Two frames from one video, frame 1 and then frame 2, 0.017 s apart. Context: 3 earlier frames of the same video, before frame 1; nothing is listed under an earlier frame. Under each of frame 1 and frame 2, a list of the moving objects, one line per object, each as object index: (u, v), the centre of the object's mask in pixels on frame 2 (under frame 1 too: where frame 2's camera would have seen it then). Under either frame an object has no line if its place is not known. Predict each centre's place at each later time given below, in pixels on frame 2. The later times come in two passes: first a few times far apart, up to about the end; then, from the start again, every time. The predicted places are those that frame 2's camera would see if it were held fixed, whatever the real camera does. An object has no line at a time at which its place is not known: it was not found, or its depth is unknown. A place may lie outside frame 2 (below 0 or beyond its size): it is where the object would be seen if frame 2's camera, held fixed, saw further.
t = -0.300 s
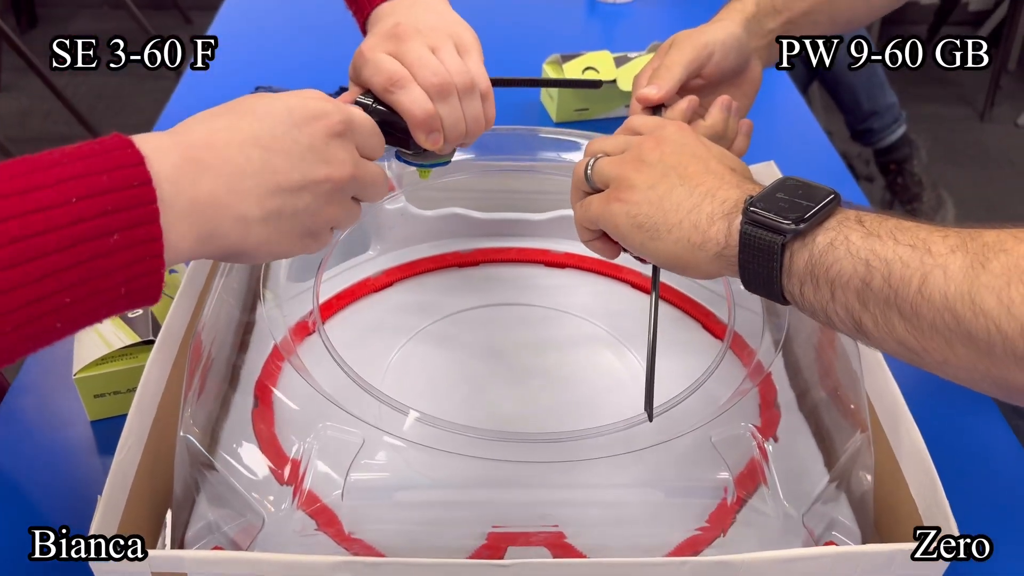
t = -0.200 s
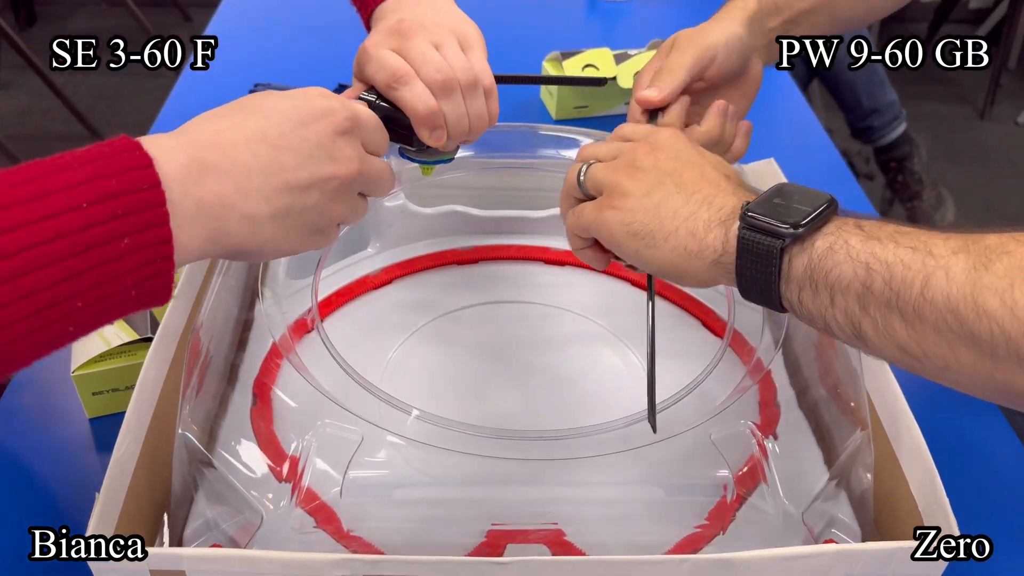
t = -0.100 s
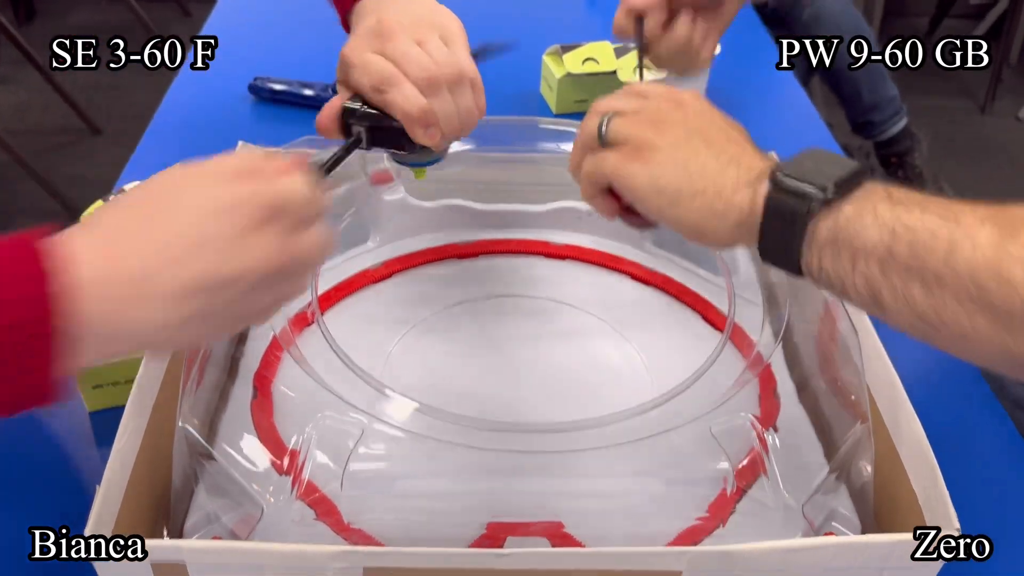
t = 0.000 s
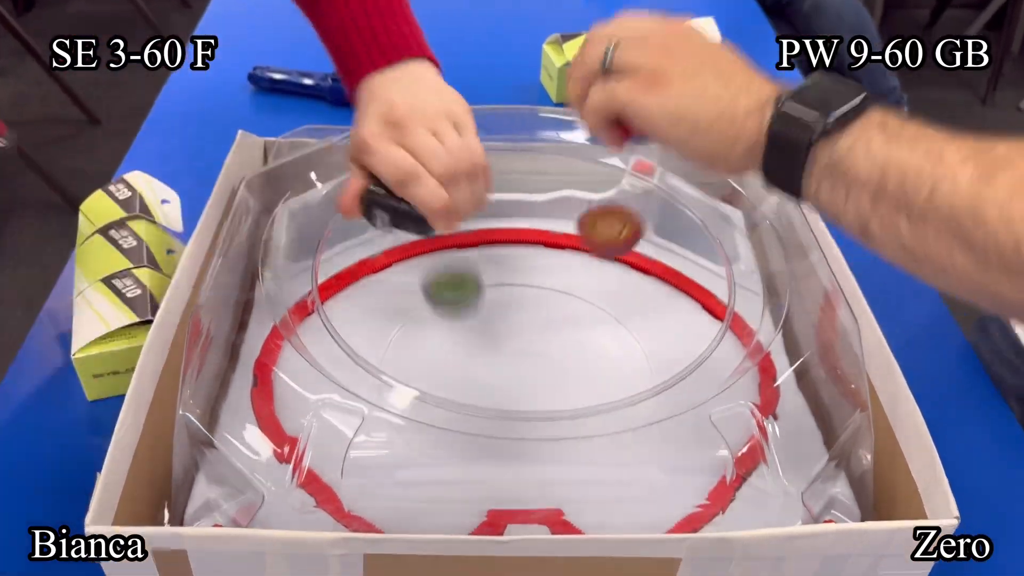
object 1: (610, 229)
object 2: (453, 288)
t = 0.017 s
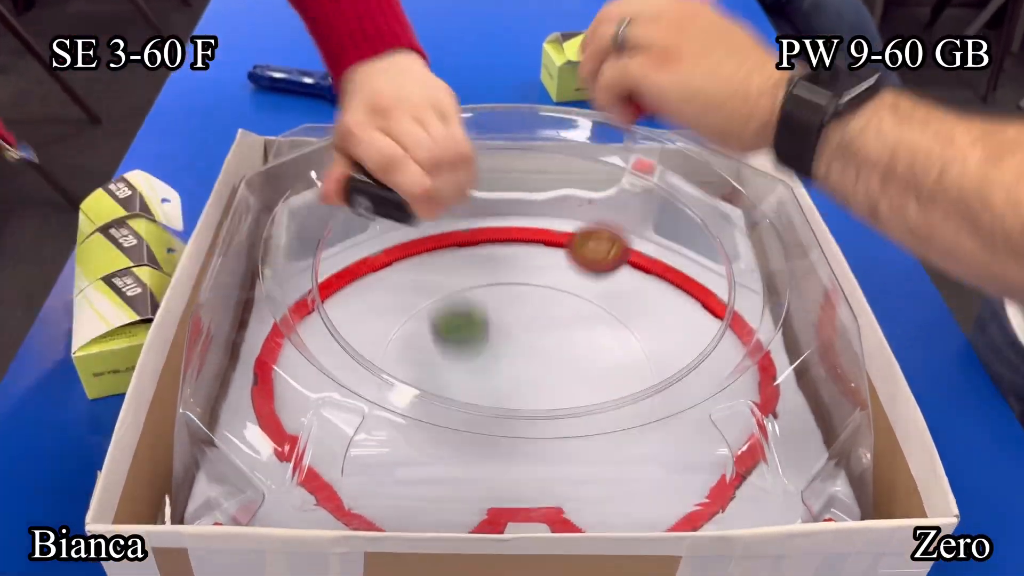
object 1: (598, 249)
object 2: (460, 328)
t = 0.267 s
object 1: (448, 366)
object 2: (677, 444)
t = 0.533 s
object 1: (498, 452)
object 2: (551, 226)
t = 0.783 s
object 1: (700, 464)
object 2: (547, 240)
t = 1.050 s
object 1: (711, 385)
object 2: (466, 209)
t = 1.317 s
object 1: (654, 351)
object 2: (454, 444)
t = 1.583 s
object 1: (565, 293)
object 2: (424, 266)
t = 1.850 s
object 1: (536, 306)
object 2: (434, 282)
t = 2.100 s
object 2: (328, 323)
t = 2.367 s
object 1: (650, 307)
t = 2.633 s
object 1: (532, 340)
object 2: (628, 359)
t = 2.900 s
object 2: (491, 279)
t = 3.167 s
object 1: (576, 405)
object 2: (309, 397)
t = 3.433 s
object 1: (521, 371)
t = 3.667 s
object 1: (445, 390)
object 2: (676, 282)
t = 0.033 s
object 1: (586, 273)
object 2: (468, 357)
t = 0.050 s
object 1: (575, 298)
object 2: (482, 356)
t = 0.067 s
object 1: (563, 324)
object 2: (495, 359)
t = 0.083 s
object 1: (554, 338)
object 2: (509, 364)
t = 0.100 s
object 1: (544, 332)
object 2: (524, 372)
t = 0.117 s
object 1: (532, 333)
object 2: (539, 385)
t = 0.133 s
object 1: (522, 335)
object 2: (553, 396)
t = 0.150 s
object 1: (511, 339)
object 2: (568, 413)
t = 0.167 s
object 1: (500, 345)
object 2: (584, 427)
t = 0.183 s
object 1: (490, 352)
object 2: (598, 426)
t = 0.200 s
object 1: (481, 352)
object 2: (614, 431)
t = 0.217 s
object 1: (472, 355)
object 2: (629, 433)
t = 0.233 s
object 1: (463, 359)
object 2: (644, 438)
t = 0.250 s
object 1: (455, 363)
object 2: (660, 441)
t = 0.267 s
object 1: (448, 366)
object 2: (677, 444)
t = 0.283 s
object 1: (443, 369)
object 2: (693, 446)
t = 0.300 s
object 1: (438, 371)
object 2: (709, 444)
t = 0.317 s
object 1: (435, 376)
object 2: (728, 440)
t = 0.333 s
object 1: (433, 380)
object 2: (730, 427)
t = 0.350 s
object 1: (432, 387)
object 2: (724, 405)
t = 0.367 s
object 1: (431, 394)
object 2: (728, 390)
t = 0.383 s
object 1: (432, 399)
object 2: (732, 378)
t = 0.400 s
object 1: (434, 404)
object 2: (734, 358)
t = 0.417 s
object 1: (436, 409)
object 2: (733, 338)
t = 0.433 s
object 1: (439, 415)
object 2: (735, 326)
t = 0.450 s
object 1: (445, 421)
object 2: (718, 305)
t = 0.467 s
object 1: (452, 429)
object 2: (687, 284)
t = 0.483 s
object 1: (462, 434)
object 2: (659, 267)
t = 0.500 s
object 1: (473, 438)
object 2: (630, 249)
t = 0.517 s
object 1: (485, 446)
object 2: (591, 234)
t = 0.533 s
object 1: (498, 452)
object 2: (551, 226)
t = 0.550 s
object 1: (512, 457)
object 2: (508, 226)
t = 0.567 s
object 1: (528, 461)
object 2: (464, 231)
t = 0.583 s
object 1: (544, 466)
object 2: (418, 241)
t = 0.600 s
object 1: (561, 469)
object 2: (371, 260)
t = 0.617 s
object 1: (579, 472)
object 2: (318, 294)
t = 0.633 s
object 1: (596, 473)
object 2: (282, 355)
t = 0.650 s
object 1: (614, 474)
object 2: (298, 419)
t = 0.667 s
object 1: (629, 474)
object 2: (371, 488)
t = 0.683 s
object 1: (642, 474)
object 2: (455, 507)
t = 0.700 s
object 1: (652, 472)
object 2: (488, 444)
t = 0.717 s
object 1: (663, 471)
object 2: (503, 393)
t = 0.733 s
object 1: (673, 470)
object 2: (515, 359)
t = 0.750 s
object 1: (683, 468)
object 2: (528, 321)
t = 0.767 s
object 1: (696, 468)
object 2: (539, 280)
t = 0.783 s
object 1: (700, 464)
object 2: (547, 240)
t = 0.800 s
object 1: (704, 463)
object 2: (554, 203)
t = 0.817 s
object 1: (708, 455)
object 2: (546, 171)
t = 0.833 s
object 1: (704, 448)
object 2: (540, 142)
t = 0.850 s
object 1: (700, 437)
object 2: (533, 141)
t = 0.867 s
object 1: (699, 431)
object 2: (527, 149)
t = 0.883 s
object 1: (699, 429)
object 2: (518, 176)
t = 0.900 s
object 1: (701, 420)
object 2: (513, 174)
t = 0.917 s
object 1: (704, 412)
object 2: (509, 170)
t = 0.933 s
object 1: (701, 408)
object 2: (503, 164)
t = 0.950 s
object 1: (708, 406)
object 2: (499, 161)
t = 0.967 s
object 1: (709, 402)
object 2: (493, 164)
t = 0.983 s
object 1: (711, 400)
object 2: (488, 169)
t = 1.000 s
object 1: (712, 397)
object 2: (482, 174)
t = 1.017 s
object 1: (708, 391)
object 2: (477, 183)
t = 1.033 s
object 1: (709, 388)
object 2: (471, 195)
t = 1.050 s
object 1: (711, 385)
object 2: (466, 209)
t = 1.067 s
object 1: (712, 382)
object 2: (460, 225)
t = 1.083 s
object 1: (710, 381)
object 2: (455, 230)
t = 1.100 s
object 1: (702, 373)
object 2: (450, 240)
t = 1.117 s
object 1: (700, 372)
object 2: (445, 253)
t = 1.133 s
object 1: (700, 369)
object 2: (440, 269)
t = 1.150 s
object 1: (699, 368)
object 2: (438, 279)
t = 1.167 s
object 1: (691, 363)
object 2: (435, 291)
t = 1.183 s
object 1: (691, 362)
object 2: (432, 306)
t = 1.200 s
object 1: (684, 359)
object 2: (430, 324)
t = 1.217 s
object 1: (680, 358)
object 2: (428, 342)
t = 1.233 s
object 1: (672, 356)
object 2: (428, 359)
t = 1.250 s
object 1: (669, 355)
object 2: (431, 376)
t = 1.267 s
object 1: (665, 355)
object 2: (434, 396)
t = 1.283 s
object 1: (663, 353)
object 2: (437, 411)
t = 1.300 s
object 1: (659, 353)
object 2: (445, 426)
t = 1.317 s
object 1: (654, 351)
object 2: (454, 444)
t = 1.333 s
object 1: (648, 350)
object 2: (463, 463)
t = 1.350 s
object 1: (640, 348)
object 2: (474, 480)
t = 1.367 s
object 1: (633, 345)
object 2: (484, 471)
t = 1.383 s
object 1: (624, 342)
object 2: (488, 445)
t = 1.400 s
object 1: (615, 338)
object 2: (493, 419)
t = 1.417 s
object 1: (605, 334)
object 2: (499, 396)
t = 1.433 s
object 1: (595, 330)
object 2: (502, 379)
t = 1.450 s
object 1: (583, 327)
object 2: (507, 365)
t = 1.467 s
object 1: (572, 323)
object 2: (511, 354)
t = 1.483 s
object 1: (561, 320)
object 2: (513, 346)
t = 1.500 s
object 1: (552, 316)
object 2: (516, 341)
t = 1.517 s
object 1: (541, 312)
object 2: (518, 339)
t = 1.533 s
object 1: (544, 312)
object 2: (497, 318)
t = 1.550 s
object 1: (550, 303)
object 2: (474, 298)
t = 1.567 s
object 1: (558, 297)
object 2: (449, 281)
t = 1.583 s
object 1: (565, 293)
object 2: (424, 266)
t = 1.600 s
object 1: (573, 293)
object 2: (398, 255)
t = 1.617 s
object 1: (579, 293)
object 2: (374, 245)
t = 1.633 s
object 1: (584, 289)
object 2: (348, 239)
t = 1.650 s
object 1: (588, 287)
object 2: (322, 235)
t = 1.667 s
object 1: (591, 287)
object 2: (301, 233)
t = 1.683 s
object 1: (593, 286)
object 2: (279, 236)
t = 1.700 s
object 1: (593, 287)
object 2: (276, 242)
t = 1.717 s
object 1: (592, 287)
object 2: (289, 259)
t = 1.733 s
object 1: (590, 288)
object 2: (304, 261)
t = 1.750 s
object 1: (586, 290)
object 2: (321, 256)
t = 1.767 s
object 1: (580, 291)
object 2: (342, 254)
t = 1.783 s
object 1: (574, 294)
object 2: (358, 254)
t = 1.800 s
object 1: (566, 296)
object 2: (377, 257)
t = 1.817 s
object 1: (557, 299)
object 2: (396, 263)
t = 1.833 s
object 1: (547, 302)
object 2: (414, 271)
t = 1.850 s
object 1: (536, 306)
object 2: (434, 282)
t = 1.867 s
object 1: (524, 311)
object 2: (452, 295)
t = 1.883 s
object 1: (519, 319)
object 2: (464, 304)
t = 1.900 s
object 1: (540, 335)
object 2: (447, 289)
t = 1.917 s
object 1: (562, 351)
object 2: (432, 280)
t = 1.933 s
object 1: (581, 366)
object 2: (416, 271)
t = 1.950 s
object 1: (600, 379)
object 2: (398, 264)
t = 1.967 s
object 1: (619, 390)
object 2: (384, 262)
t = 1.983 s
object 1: (635, 401)
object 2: (374, 263)
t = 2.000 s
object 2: (366, 266)
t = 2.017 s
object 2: (357, 272)
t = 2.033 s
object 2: (348, 281)
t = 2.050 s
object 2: (340, 293)
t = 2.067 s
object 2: (337, 301)
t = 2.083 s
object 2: (332, 312)
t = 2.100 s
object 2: (328, 323)
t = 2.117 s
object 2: (323, 337)
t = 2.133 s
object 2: (320, 349)
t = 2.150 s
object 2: (316, 363)
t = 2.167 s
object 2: (312, 377)
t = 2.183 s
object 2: (305, 393)
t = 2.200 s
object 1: (682, 363)
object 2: (304, 411)
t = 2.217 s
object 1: (677, 354)
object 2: (300, 424)
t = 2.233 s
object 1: (678, 347)
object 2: (300, 436)
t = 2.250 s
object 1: (676, 341)
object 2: (298, 451)
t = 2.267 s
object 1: (672, 336)
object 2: (298, 468)
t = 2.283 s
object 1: (669, 329)
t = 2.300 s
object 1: (665, 322)
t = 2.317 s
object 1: (661, 317)
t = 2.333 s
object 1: (657, 314)
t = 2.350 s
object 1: (654, 309)
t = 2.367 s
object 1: (650, 307)
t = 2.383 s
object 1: (645, 305)
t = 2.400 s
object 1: (641, 305)
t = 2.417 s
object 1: (636, 305)
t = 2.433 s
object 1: (632, 305)
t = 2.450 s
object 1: (626, 307)
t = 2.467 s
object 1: (620, 310)
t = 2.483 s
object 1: (613, 311)
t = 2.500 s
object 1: (605, 314)
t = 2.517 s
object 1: (597, 316)
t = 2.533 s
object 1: (588, 318)
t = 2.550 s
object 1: (579, 321)
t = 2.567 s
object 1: (569, 324)
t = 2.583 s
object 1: (560, 327)
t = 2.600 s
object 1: (550, 331)
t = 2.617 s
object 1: (541, 335)
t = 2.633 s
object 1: (532, 340)
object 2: (628, 359)
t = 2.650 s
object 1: (523, 345)
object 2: (634, 348)
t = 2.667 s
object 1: (515, 351)
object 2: (637, 337)
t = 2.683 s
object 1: (507, 357)
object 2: (635, 326)
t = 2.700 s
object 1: (500, 363)
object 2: (632, 317)
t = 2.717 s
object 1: (493, 370)
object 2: (626, 310)
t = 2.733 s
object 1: (487, 376)
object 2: (619, 302)
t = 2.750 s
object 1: (482, 383)
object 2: (611, 296)
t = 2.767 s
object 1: (479, 387)
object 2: (600, 292)
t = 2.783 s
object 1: (474, 399)
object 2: (590, 288)
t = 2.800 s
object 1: (472, 406)
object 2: (578, 284)
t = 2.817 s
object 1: (470, 415)
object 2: (565, 282)
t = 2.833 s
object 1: (469, 423)
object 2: (551, 279)
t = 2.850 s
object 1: (470, 430)
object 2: (537, 278)
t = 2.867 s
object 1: (471, 438)
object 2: (522, 278)
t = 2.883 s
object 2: (506, 278)
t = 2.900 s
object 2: (491, 279)
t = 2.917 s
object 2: (475, 281)
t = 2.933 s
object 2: (458, 283)
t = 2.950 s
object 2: (442, 287)
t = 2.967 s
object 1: (503, 467)
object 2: (426, 291)
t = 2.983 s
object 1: (511, 459)
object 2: (409, 296)
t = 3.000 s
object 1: (520, 454)
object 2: (396, 302)
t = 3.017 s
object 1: (527, 449)
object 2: (385, 309)
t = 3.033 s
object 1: (535, 443)
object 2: (373, 319)
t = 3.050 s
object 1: (542, 438)
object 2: (364, 330)
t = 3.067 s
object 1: (548, 432)
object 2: (349, 343)
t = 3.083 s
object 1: (555, 427)
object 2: (335, 353)
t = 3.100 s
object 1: (560, 423)
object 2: (320, 365)
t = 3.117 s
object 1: (566, 419)
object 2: (306, 375)
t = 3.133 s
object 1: (570, 413)
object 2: (289, 388)
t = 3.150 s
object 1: (574, 409)
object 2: (288, 402)
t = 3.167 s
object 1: (576, 405)
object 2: (309, 397)
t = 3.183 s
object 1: (578, 402)
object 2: (340, 410)
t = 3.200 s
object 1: (579, 399)
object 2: (372, 418)
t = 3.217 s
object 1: (578, 395)
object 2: (396, 429)
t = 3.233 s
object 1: (577, 393)
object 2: (423, 445)
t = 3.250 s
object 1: (575, 388)
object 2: (448, 453)
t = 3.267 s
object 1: (572, 385)
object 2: (476, 455)
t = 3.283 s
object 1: (569, 384)
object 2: (504, 463)
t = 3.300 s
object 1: (566, 382)
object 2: (530, 469)
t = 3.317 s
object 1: (562, 379)
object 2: (556, 470)
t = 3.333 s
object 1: (558, 377)
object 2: (583, 472)
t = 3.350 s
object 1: (553, 376)
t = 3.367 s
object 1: (548, 374)
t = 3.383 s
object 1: (541, 373)
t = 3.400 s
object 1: (535, 372)
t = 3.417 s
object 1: (528, 371)
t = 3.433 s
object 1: (521, 371)
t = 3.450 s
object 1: (515, 371)
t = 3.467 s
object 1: (509, 371)
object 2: (718, 428)
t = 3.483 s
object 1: (502, 371)
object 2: (724, 419)
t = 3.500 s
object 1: (496, 371)
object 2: (720, 394)
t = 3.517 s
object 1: (490, 373)
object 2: (725, 382)
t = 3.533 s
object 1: (484, 374)
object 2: (723, 377)
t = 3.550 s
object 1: (478, 375)
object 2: (717, 355)
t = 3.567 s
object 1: (472, 377)
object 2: (716, 345)
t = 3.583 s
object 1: (467, 378)
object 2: (712, 331)
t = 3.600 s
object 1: (462, 380)
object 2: (706, 321)
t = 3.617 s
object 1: (457, 381)
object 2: (700, 311)
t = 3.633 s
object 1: (454, 382)
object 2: (694, 301)
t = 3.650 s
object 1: (451, 383)
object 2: (685, 291)
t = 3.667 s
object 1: (445, 390)
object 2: (676, 282)
